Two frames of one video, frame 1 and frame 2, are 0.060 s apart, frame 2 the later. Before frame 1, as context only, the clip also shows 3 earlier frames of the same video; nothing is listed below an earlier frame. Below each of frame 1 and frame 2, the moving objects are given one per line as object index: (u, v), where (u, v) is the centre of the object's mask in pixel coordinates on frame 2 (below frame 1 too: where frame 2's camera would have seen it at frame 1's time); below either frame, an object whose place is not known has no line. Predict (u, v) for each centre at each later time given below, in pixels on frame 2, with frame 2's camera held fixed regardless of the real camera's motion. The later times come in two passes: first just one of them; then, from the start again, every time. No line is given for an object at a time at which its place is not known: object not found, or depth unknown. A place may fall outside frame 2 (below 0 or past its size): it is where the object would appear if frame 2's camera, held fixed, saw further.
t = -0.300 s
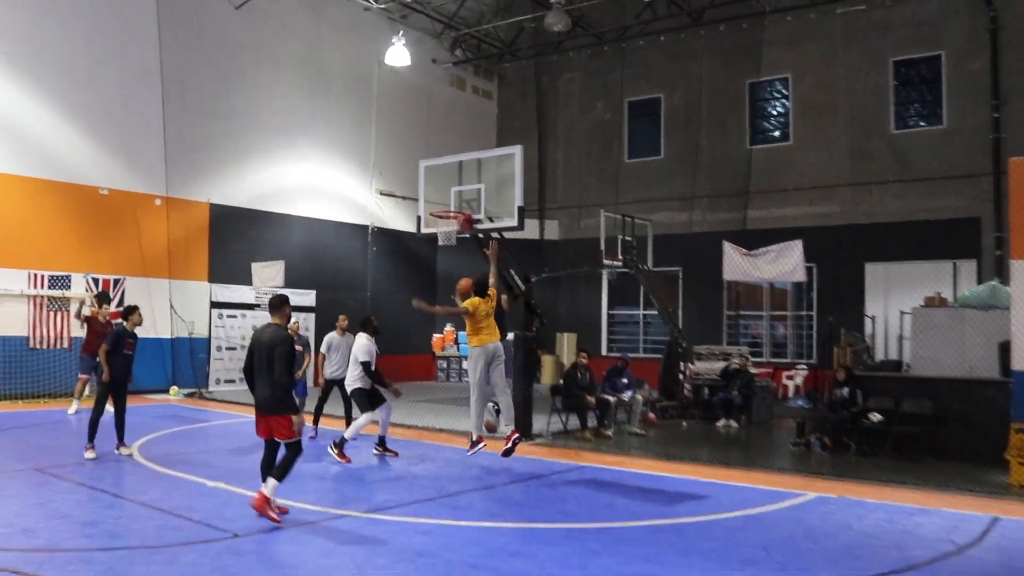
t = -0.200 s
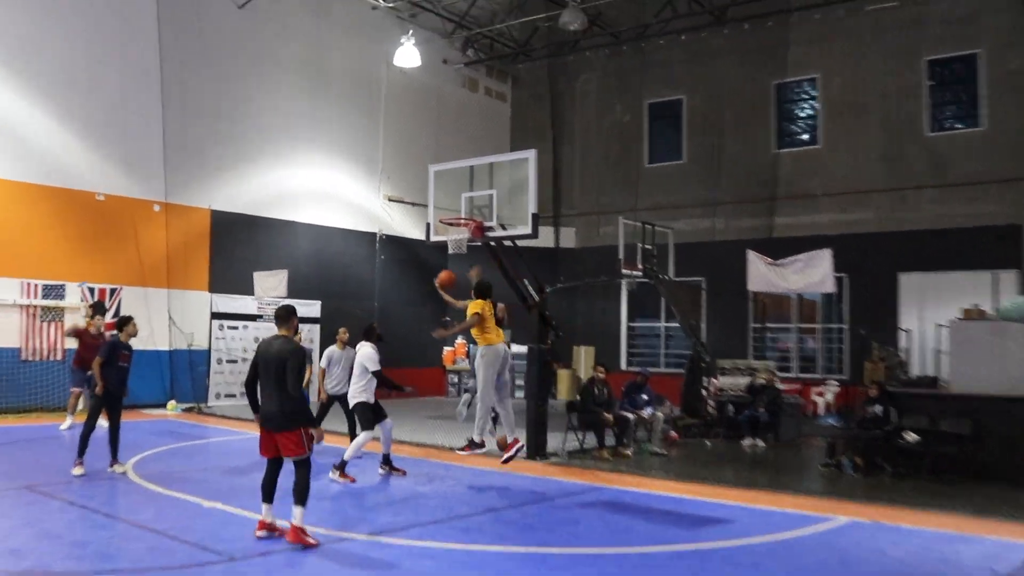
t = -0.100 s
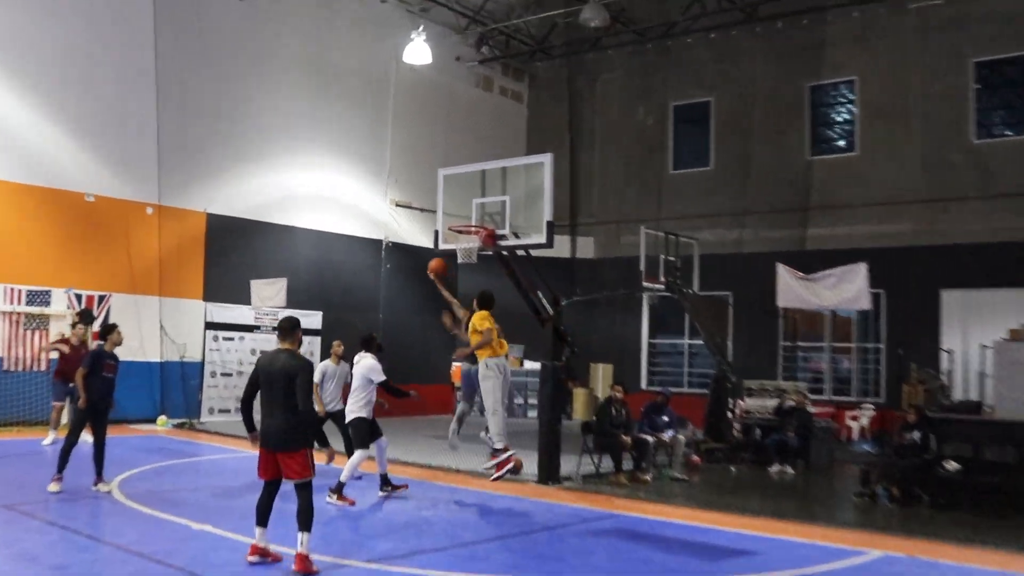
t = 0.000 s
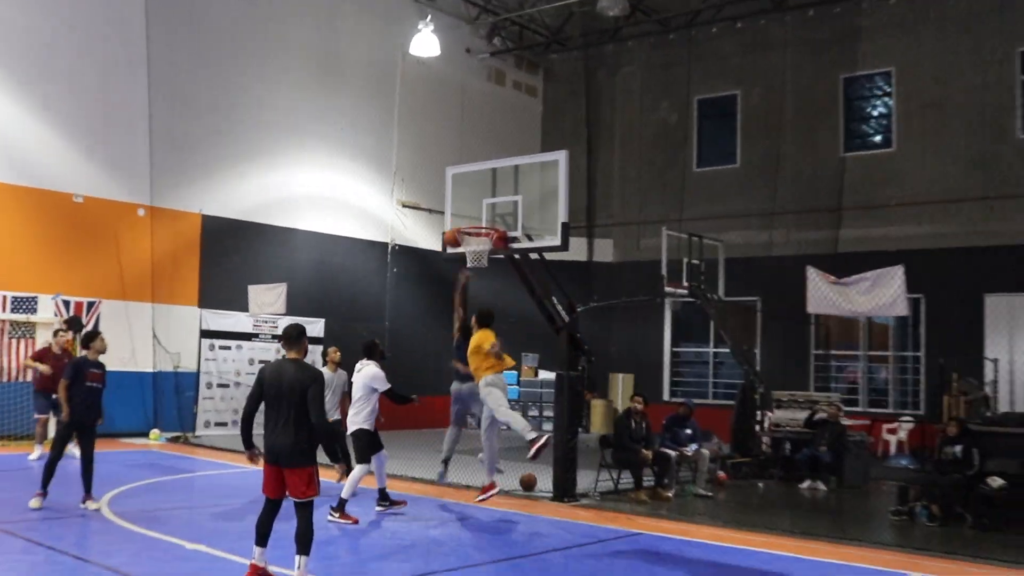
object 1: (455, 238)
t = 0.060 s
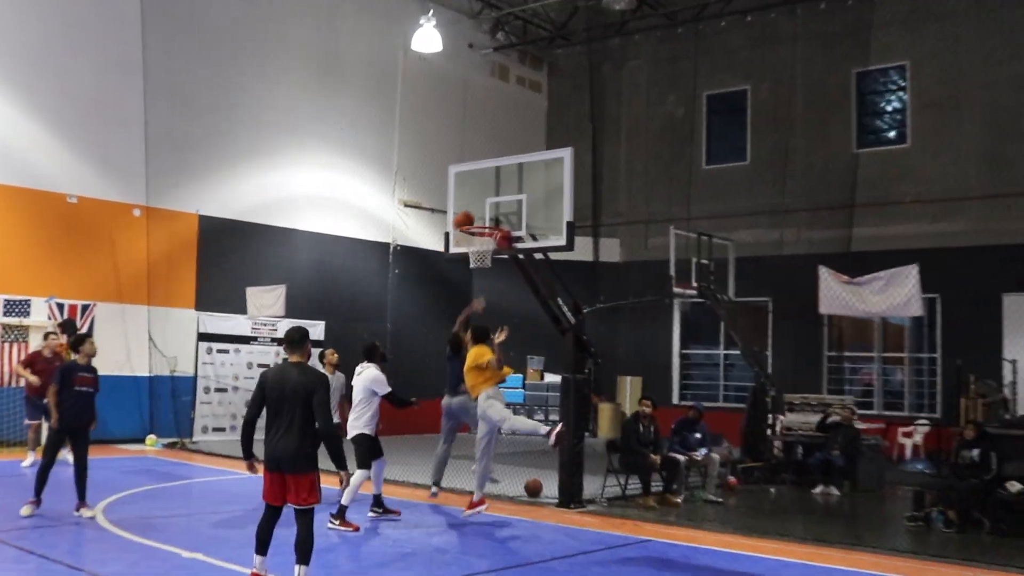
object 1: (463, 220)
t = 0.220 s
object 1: (470, 197)
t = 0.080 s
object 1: (466, 215)
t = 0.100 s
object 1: (468, 211)
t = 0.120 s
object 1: (470, 207)
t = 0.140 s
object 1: (472, 203)
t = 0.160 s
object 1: (473, 200)
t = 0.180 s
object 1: (472, 199)
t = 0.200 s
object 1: (471, 197)
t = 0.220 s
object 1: (470, 197)
